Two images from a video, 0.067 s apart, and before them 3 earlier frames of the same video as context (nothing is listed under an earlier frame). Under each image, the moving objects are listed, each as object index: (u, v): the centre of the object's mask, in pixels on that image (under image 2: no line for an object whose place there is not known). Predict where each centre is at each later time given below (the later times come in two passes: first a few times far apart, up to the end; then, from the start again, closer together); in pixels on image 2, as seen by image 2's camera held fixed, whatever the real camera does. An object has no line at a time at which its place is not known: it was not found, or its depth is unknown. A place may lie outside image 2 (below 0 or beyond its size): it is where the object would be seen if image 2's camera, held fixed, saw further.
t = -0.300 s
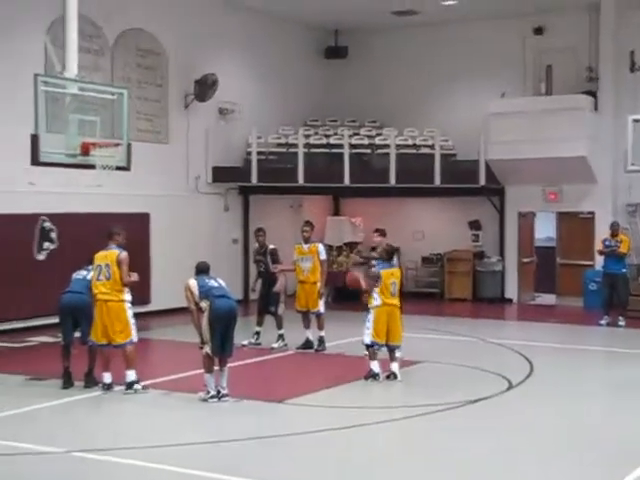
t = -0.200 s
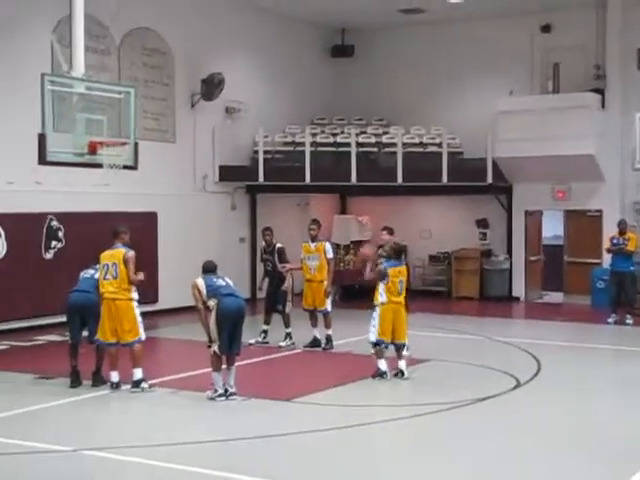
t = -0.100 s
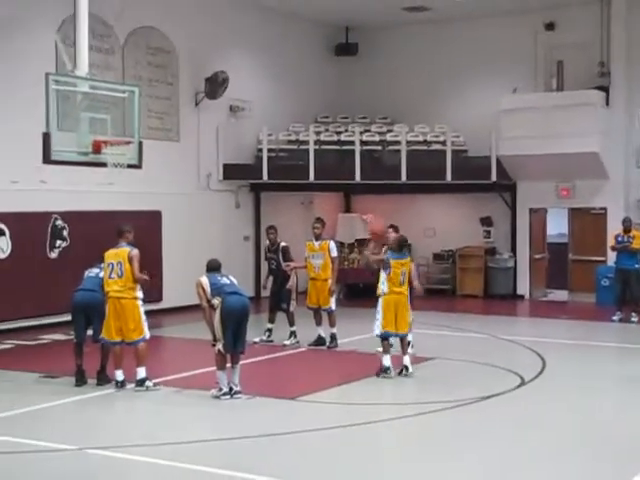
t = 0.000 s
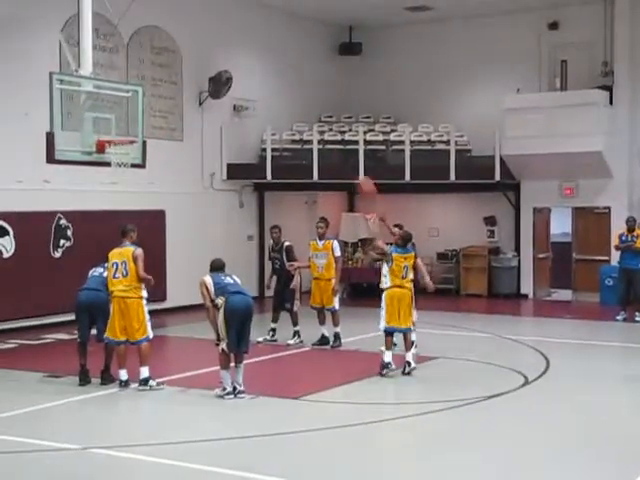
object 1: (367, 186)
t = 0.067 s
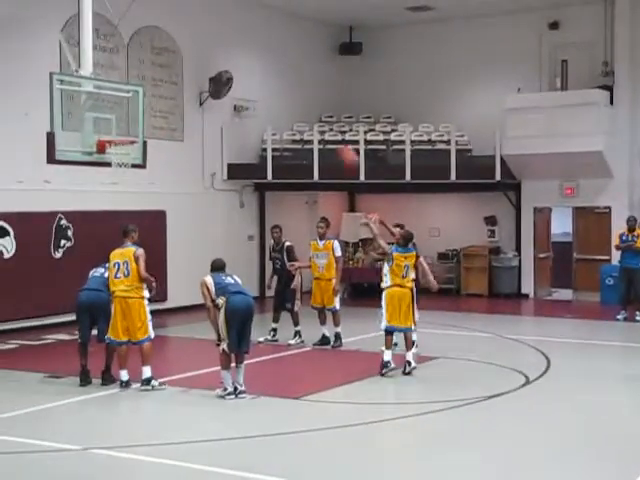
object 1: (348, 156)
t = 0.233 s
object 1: (308, 102)
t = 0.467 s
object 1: (252, 61)
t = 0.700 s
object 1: (202, 61)
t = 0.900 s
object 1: (162, 90)
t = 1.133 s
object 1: (119, 152)
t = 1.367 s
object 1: (100, 200)
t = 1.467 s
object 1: (94, 227)
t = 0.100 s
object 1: (342, 146)
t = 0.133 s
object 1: (330, 133)
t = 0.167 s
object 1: (324, 121)
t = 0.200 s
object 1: (313, 110)
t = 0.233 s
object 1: (308, 102)
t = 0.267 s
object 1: (297, 93)
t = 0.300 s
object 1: (290, 87)
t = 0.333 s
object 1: (282, 79)
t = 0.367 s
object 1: (275, 73)
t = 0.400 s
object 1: (266, 69)
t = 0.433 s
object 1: (259, 66)
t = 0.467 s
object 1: (252, 61)
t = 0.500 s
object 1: (245, 58)
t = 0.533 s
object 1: (238, 57)
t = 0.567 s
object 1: (230, 56)
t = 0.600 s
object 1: (223, 56)
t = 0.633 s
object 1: (215, 57)
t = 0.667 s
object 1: (208, 58)
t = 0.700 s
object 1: (202, 61)
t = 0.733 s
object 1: (195, 63)
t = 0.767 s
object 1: (187, 68)
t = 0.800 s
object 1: (181, 73)
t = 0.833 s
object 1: (176, 78)
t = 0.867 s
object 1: (167, 84)
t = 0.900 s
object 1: (162, 90)
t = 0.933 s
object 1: (155, 97)
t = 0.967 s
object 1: (149, 105)
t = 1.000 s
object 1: (142, 114)
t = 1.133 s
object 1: (119, 152)
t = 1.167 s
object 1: (116, 162)
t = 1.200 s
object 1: (110, 166)
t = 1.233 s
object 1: (107, 170)
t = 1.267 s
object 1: (105, 177)
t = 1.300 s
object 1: (104, 184)
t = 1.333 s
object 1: (102, 192)
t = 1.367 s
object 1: (100, 200)
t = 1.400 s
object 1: (98, 207)
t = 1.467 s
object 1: (94, 227)
